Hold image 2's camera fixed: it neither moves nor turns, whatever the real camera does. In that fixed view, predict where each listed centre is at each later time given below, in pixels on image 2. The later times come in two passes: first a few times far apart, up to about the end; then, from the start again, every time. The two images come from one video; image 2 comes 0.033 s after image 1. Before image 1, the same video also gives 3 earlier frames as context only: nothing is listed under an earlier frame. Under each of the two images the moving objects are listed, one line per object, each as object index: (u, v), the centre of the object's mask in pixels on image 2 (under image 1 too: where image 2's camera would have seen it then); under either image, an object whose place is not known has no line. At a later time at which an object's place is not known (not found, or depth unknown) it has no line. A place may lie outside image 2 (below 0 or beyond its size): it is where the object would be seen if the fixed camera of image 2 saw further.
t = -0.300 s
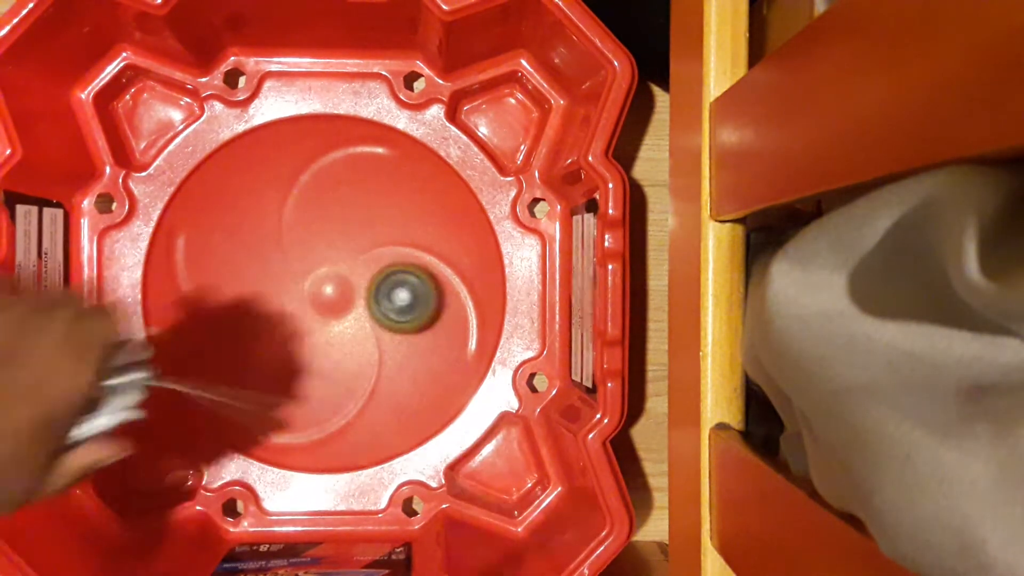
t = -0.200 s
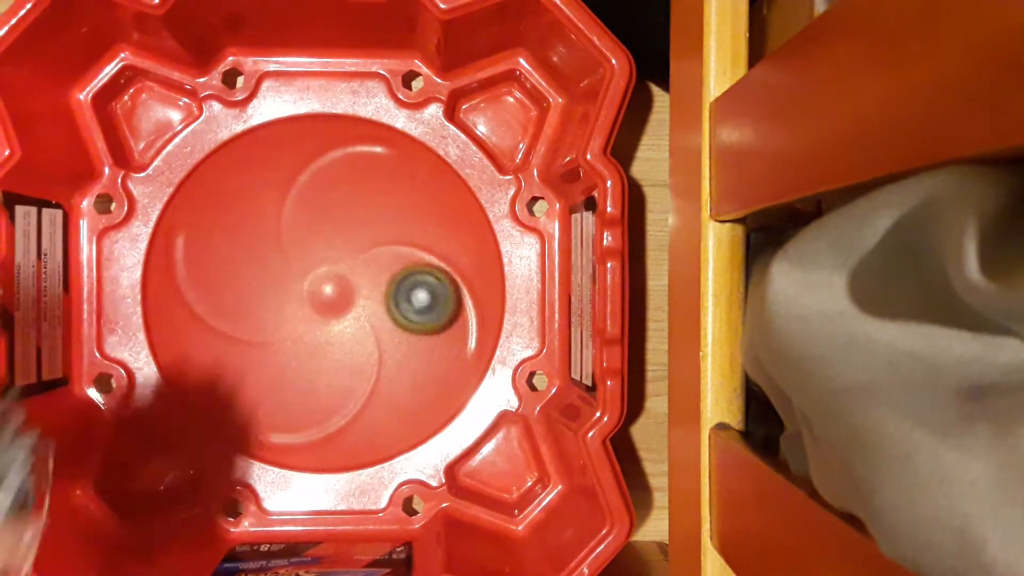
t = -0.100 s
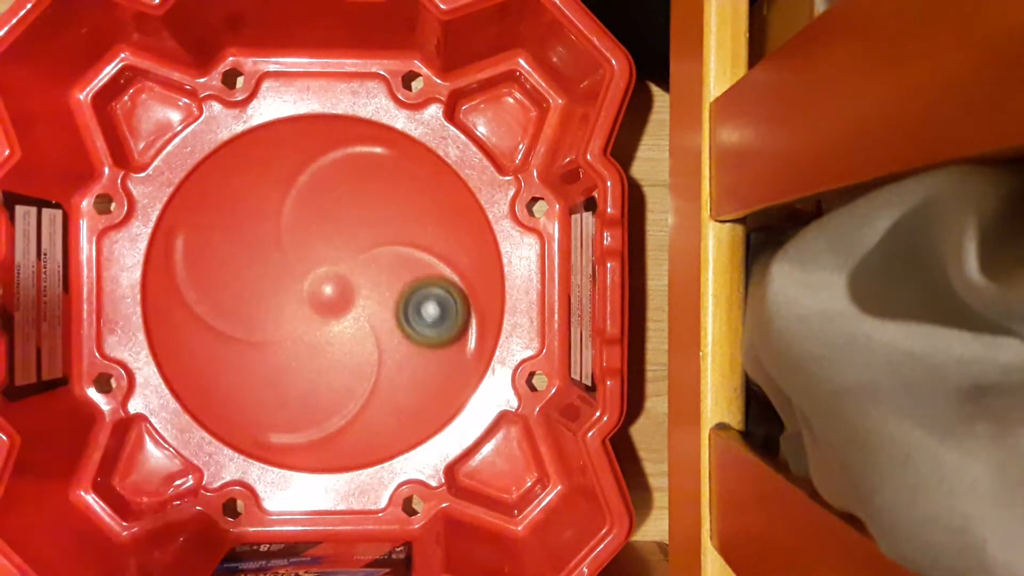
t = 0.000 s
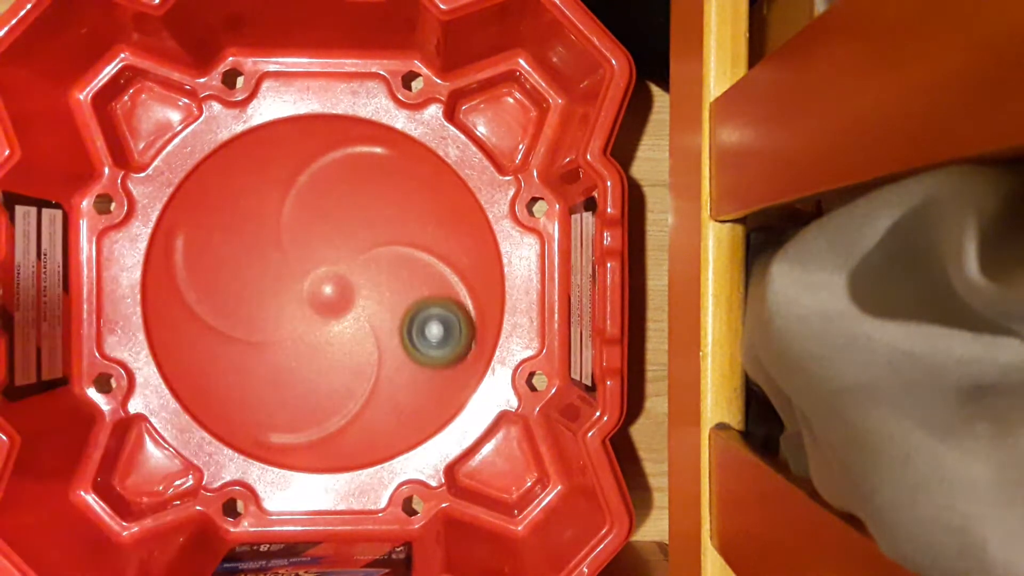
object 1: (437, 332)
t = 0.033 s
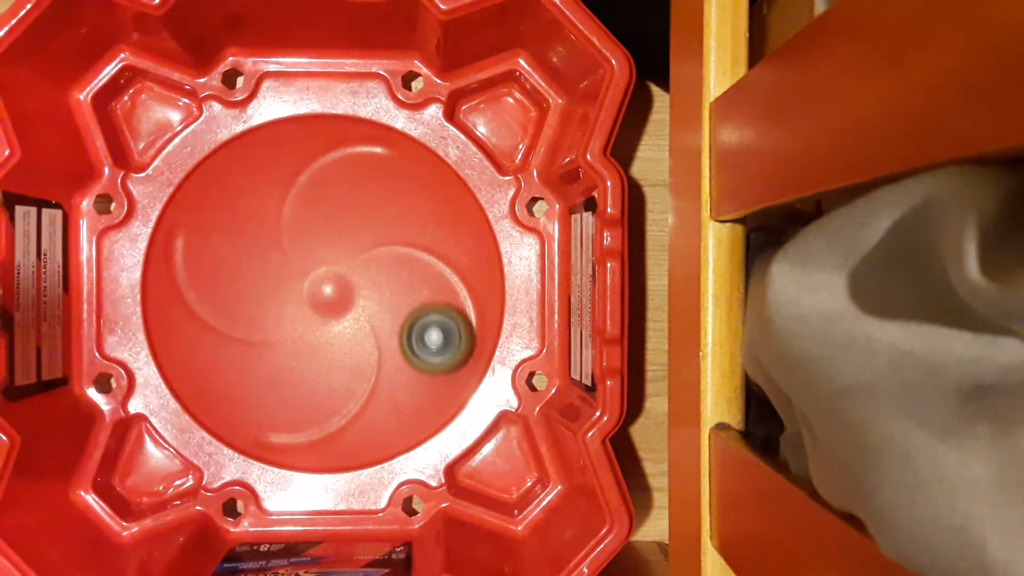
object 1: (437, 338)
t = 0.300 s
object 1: (423, 367)
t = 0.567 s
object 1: (383, 345)
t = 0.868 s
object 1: (352, 275)
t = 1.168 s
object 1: (351, 222)
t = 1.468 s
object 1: (353, 215)
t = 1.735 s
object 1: (333, 246)
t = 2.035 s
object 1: (290, 281)
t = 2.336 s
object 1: (265, 304)
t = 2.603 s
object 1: (268, 319)
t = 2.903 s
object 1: (302, 339)
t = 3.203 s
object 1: (339, 352)
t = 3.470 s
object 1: (364, 351)
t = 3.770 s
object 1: (380, 331)
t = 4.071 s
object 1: (382, 297)
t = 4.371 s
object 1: (372, 268)
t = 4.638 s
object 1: (353, 255)
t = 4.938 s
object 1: (325, 256)
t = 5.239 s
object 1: (303, 270)
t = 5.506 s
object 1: (291, 294)
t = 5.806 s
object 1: (293, 322)
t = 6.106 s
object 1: (311, 340)
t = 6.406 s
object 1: (337, 340)
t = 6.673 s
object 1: (360, 329)
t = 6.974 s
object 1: (376, 305)
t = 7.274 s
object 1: (374, 282)
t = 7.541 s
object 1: (359, 264)
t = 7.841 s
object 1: (332, 257)
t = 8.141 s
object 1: (309, 265)
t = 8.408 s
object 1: (298, 286)
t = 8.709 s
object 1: (300, 315)
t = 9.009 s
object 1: (316, 336)
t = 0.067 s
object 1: (436, 344)
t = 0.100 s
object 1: (435, 349)
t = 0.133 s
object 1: (433, 353)
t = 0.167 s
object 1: (432, 357)
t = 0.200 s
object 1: (430, 360)
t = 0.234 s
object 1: (428, 363)
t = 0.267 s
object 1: (426, 365)
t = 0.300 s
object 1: (423, 367)
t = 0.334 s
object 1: (420, 368)
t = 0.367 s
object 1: (416, 368)
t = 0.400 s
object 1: (412, 368)
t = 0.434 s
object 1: (406, 366)
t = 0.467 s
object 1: (401, 362)
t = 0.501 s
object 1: (395, 358)
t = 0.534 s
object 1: (389, 352)
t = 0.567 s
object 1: (383, 345)
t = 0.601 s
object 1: (377, 339)
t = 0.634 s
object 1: (373, 331)
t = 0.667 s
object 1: (368, 323)
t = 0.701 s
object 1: (365, 316)
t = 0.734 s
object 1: (362, 308)
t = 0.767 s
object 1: (359, 299)
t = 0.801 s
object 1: (356, 290)
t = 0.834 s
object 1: (354, 282)
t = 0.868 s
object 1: (352, 275)
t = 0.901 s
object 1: (352, 267)
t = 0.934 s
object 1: (351, 259)
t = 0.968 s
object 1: (350, 252)
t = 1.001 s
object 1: (350, 246)
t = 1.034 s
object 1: (350, 240)
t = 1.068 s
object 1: (350, 234)
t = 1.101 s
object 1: (350, 230)
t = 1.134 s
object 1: (351, 225)
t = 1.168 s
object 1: (351, 222)
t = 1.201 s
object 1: (352, 219)
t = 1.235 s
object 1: (353, 217)
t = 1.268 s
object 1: (354, 215)
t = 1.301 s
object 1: (354, 213)
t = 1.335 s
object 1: (354, 212)
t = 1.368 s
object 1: (354, 212)
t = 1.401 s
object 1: (354, 212)
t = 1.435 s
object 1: (354, 213)
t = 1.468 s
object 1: (353, 215)
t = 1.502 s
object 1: (352, 217)
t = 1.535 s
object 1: (351, 220)
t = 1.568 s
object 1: (349, 223)
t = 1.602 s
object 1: (347, 227)
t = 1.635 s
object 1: (345, 231)
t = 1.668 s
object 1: (341, 236)
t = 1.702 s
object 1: (338, 241)
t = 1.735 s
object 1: (333, 246)
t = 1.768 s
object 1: (329, 250)
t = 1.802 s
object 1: (324, 254)
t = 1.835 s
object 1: (319, 258)
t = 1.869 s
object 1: (314, 262)
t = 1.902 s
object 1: (309, 266)
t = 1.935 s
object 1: (304, 270)
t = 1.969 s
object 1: (299, 274)
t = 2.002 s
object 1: (294, 277)
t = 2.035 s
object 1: (290, 281)
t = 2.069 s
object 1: (286, 284)
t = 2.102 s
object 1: (282, 287)
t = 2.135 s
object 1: (278, 290)
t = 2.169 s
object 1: (275, 293)
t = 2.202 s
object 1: (272, 296)
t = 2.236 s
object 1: (270, 298)
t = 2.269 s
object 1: (268, 300)
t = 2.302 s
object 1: (266, 302)
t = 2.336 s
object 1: (265, 304)
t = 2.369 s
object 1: (264, 306)
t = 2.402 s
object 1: (263, 308)
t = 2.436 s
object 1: (263, 310)
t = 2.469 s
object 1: (263, 312)
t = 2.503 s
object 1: (264, 313)
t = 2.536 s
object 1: (265, 315)
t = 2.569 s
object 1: (267, 317)
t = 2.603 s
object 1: (268, 319)
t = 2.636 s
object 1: (271, 321)
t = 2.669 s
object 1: (273, 323)
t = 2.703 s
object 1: (276, 325)
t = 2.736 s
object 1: (280, 328)
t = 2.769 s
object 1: (283, 330)
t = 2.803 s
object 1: (288, 332)
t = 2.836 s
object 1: (293, 334)
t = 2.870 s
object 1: (298, 337)
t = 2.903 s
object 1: (302, 339)
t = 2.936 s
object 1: (306, 341)
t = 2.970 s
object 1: (310, 343)
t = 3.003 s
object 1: (315, 345)
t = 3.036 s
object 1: (319, 347)
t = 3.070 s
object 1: (323, 348)
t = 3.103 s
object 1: (327, 349)
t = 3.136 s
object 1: (331, 350)
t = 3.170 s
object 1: (335, 351)
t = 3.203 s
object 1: (339, 352)
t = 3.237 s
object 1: (343, 352)
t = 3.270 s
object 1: (346, 353)
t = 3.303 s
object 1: (349, 353)
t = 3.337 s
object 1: (352, 353)
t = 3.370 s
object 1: (355, 353)
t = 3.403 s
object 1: (358, 353)
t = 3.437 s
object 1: (361, 352)
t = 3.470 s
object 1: (364, 351)
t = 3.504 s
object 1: (367, 350)
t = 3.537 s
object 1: (369, 348)
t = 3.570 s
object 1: (372, 345)
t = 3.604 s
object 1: (374, 341)
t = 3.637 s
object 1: (376, 339)
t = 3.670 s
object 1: (378, 337)
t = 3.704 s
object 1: (378, 336)
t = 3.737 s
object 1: (379, 334)
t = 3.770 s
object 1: (380, 331)
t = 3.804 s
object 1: (381, 328)
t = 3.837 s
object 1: (382, 325)
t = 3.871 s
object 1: (382, 321)
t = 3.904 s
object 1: (383, 318)
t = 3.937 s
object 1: (383, 313)
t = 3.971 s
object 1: (383, 309)
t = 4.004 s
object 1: (383, 305)
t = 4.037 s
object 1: (382, 301)
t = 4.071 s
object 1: (382, 297)
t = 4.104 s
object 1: (381, 293)
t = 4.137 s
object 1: (381, 290)
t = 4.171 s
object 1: (380, 286)
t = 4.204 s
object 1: (379, 283)
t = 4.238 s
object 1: (378, 280)
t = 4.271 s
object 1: (377, 276)
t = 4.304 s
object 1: (375, 274)
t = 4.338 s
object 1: (374, 271)
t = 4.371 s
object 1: (372, 268)
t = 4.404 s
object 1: (370, 266)
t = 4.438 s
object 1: (368, 264)
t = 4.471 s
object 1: (366, 262)
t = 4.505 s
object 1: (364, 260)
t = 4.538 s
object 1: (361, 259)
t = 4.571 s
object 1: (358, 257)
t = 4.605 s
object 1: (355, 256)
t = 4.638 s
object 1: (353, 255)
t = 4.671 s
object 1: (350, 254)
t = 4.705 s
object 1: (347, 254)
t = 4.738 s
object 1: (344, 254)
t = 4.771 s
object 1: (341, 254)
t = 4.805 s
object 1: (338, 254)
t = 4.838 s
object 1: (334, 254)
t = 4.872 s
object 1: (331, 255)
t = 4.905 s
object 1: (328, 255)
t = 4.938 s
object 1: (325, 256)
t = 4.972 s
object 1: (323, 256)
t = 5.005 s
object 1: (319, 257)
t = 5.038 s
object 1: (317, 258)
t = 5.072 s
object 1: (314, 260)
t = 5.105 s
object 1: (311, 261)
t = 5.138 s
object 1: (309, 263)
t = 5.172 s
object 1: (307, 265)
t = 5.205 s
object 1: (305, 267)
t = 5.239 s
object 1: (303, 270)
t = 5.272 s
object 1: (300, 273)
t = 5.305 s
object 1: (298, 275)
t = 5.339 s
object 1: (297, 278)
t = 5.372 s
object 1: (295, 281)
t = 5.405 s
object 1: (294, 284)
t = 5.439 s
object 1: (293, 288)
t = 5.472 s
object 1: (291, 291)
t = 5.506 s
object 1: (291, 294)
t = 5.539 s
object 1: (290, 298)
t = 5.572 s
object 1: (290, 301)
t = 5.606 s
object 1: (290, 304)
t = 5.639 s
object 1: (290, 307)
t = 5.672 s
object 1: (290, 311)
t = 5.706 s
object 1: (290, 314)
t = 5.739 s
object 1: (291, 316)
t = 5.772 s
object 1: (292, 319)
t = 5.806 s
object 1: (293, 322)
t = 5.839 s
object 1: (294, 324)
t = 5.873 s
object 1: (296, 327)
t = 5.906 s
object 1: (298, 329)
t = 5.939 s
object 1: (300, 332)
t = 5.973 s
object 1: (302, 334)
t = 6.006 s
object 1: (303, 336)
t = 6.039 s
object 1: (305, 337)
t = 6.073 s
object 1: (308, 339)
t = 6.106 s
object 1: (311, 340)
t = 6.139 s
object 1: (314, 341)
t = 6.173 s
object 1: (316, 342)
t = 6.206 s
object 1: (319, 342)
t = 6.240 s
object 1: (322, 342)
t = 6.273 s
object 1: (325, 342)
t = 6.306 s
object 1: (328, 342)
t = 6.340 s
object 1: (331, 342)
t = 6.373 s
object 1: (334, 341)
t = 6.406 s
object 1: (337, 340)
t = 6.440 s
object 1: (341, 340)
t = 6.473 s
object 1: (344, 339)
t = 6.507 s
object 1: (347, 337)
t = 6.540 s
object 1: (350, 336)
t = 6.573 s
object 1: (353, 334)
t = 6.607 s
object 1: (355, 332)
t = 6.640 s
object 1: (358, 330)
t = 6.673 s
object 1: (360, 329)
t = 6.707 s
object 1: (363, 326)
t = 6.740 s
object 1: (365, 323)
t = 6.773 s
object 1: (367, 320)
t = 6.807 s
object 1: (369, 319)
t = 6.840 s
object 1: (371, 316)
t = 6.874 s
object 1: (372, 314)
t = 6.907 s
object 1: (373, 311)
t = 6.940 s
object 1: (375, 308)
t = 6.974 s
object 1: (376, 305)
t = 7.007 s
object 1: (377, 303)
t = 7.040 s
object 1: (377, 300)
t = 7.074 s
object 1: (377, 297)
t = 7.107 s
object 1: (377, 294)
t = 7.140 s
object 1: (377, 292)
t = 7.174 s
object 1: (377, 289)
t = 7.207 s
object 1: (377, 287)
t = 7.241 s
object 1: (376, 284)
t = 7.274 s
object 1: (374, 282)
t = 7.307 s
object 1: (373, 279)
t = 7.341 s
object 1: (372, 277)
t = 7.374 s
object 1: (370, 274)
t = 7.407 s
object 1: (368, 272)
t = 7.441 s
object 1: (366, 270)
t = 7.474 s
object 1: (364, 268)
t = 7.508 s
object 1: (361, 266)
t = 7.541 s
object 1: (359, 264)
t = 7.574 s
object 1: (356, 263)
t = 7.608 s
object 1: (353, 261)
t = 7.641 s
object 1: (350, 260)
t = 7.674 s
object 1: (348, 259)
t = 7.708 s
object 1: (345, 258)
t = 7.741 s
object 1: (341, 258)
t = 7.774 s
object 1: (338, 257)
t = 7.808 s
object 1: (335, 257)
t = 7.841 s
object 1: (332, 257)
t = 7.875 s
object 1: (329, 257)
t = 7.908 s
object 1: (327, 257)
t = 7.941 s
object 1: (324, 257)
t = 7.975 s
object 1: (321, 258)
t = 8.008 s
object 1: (318, 259)
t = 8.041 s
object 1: (316, 260)
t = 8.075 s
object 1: (313, 261)
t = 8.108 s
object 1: (311, 263)
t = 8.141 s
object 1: (309, 265)
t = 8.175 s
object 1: (307, 267)
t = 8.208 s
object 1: (306, 269)
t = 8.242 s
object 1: (304, 271)
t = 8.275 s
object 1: (303, 274)
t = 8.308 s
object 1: (301, 277)
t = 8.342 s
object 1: (300, 280)
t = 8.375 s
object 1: (299, 283)
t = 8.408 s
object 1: (298, 286)
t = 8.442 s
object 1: (298, 289)
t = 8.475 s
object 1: (298, 293)
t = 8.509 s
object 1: (298, 296)
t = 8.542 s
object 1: (298, 299)
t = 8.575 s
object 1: (298, 303)
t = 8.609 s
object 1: (298, 306)
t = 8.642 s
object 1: (299, 309)
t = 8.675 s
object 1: (300, 313)
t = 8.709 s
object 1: (300, 315)
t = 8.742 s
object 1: (302, 318)
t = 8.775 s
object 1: (303, 321)
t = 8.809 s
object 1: (304, 324)
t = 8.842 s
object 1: (306, 326)
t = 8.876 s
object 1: (307, 328)
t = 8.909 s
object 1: (309, 331)
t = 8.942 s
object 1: (311, 333)
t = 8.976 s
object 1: (314, 335)
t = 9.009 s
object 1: (316, 336)
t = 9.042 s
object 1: (318, 338)
